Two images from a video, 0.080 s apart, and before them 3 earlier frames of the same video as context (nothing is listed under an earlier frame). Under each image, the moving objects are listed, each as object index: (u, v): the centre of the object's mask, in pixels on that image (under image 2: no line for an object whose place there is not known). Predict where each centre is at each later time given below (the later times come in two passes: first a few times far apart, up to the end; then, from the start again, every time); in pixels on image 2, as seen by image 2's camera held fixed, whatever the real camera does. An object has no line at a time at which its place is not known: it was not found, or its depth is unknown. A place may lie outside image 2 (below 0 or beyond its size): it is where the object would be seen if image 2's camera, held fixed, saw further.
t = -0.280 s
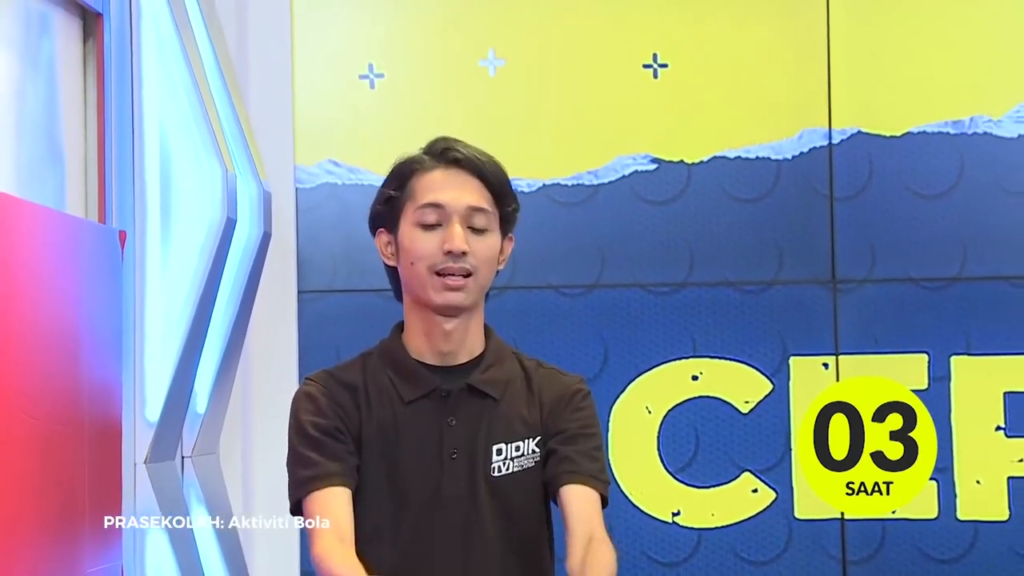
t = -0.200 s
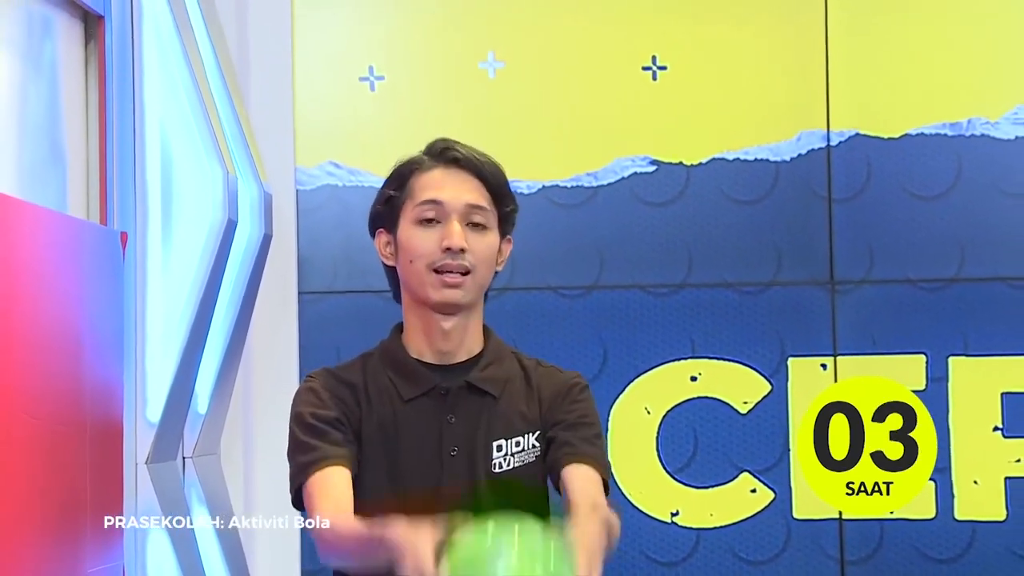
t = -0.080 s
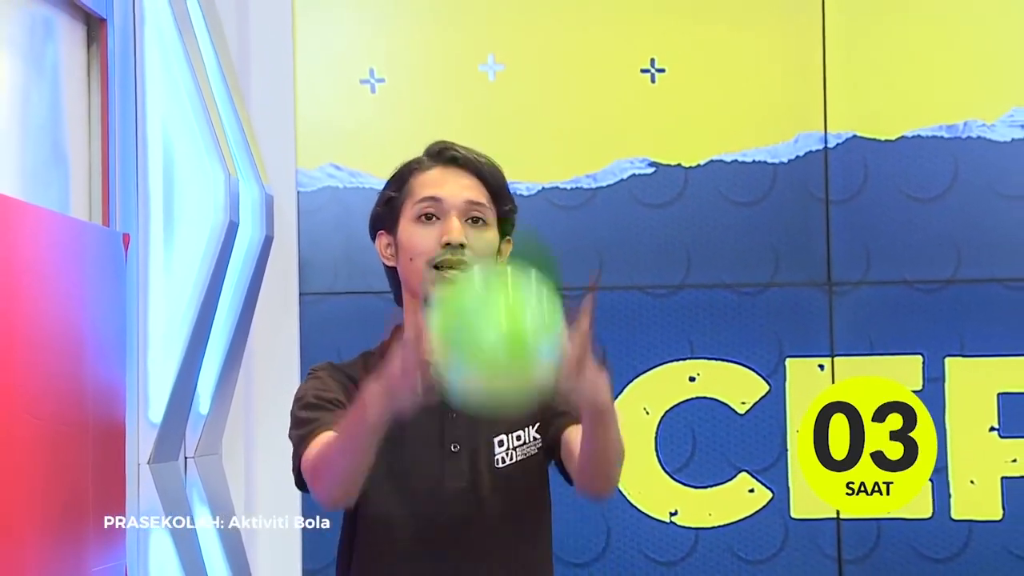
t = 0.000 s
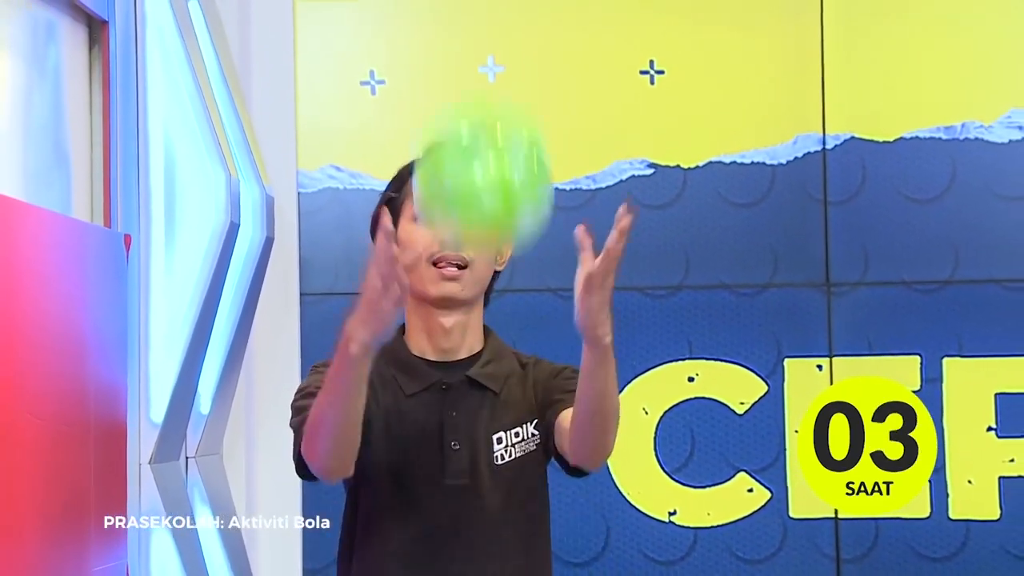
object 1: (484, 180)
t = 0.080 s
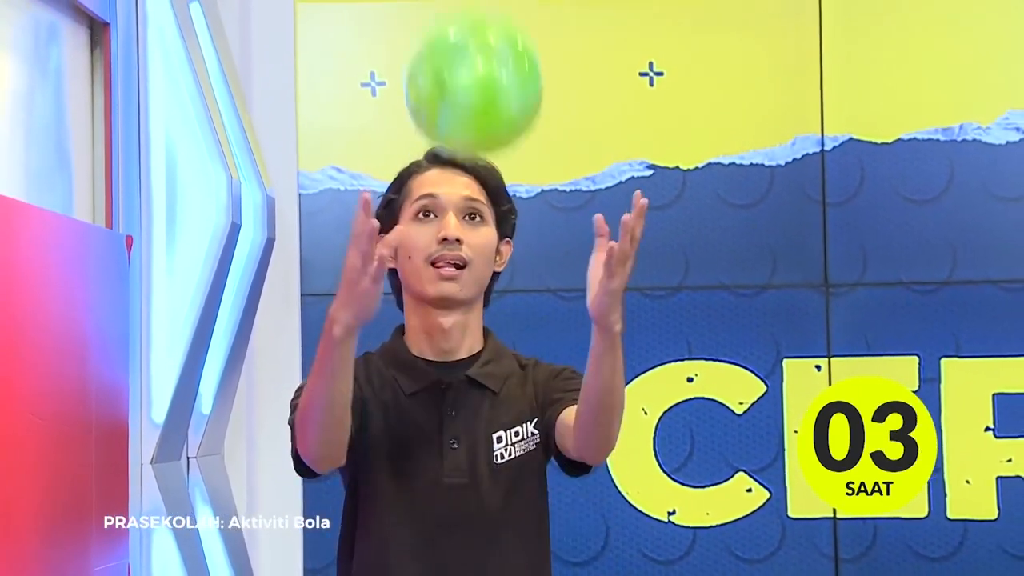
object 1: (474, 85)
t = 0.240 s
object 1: (458, 35)
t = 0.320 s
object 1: (450, 51)
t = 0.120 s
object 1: (470, 57)
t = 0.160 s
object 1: (466, 44)
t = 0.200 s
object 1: (462, 37)
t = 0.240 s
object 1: (458, 35)
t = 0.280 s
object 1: (454, 39)
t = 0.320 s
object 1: (450, 51)
